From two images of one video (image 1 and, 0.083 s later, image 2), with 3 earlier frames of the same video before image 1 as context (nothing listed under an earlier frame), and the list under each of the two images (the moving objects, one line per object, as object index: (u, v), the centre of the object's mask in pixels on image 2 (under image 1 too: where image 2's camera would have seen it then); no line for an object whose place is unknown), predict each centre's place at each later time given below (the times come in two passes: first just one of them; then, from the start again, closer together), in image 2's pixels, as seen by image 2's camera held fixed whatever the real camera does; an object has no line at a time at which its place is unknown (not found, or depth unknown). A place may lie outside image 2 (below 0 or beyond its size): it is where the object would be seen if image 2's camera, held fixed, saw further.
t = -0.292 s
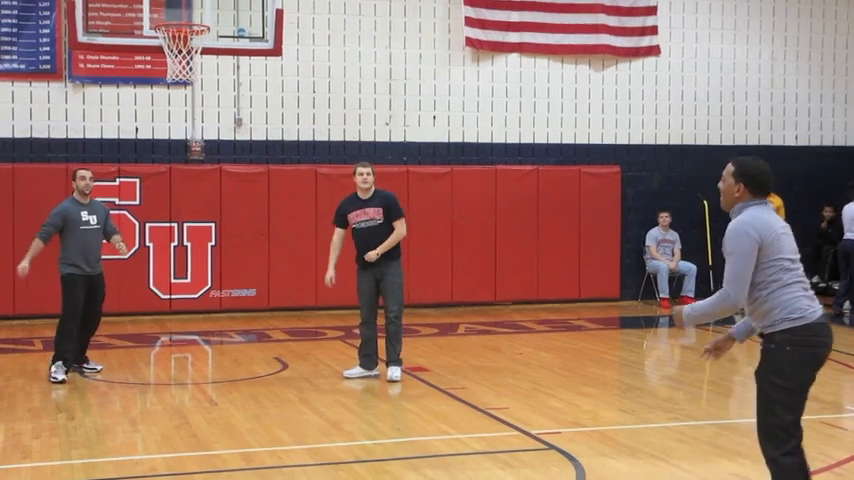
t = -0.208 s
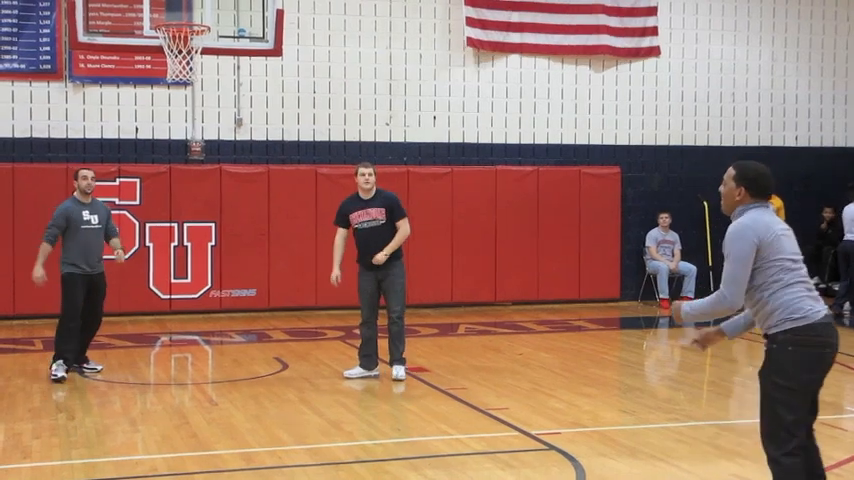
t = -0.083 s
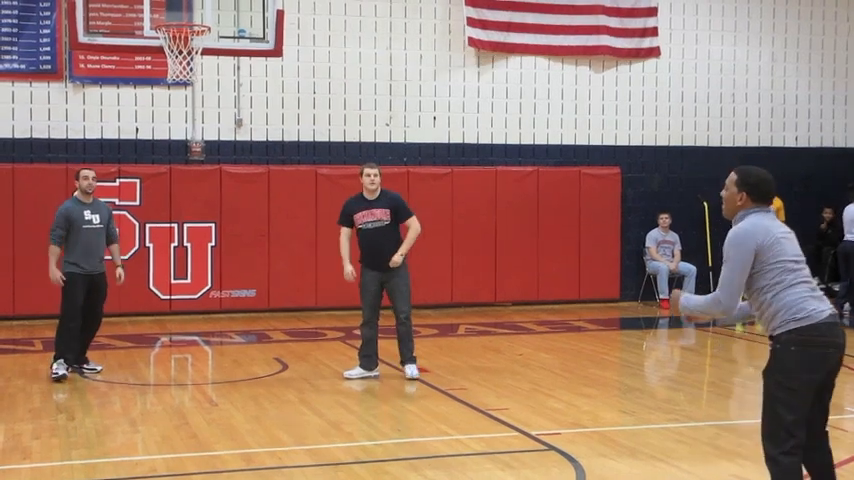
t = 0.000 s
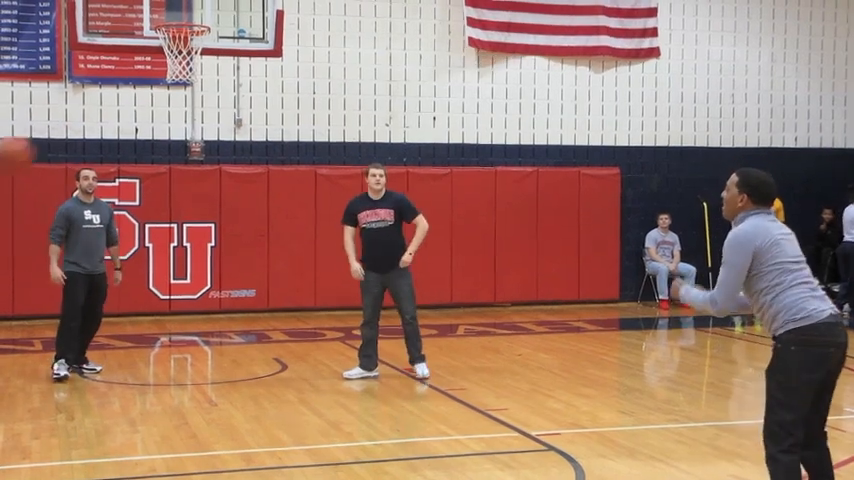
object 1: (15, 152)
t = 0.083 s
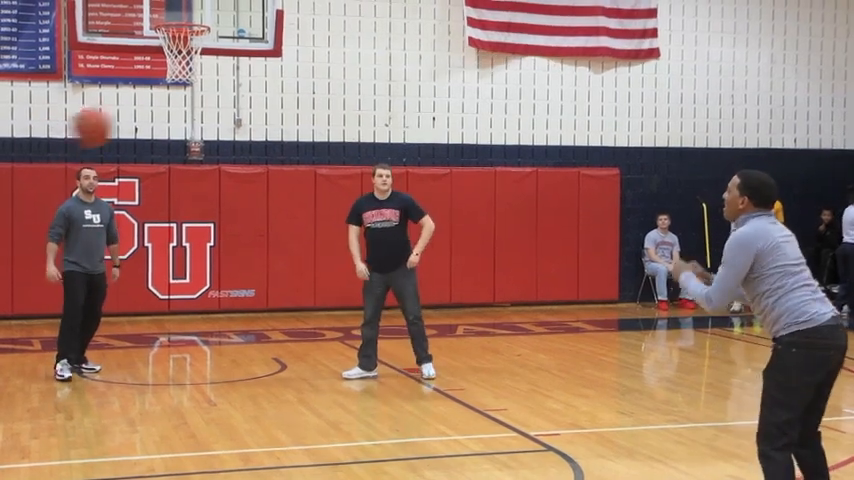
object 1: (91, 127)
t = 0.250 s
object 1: (270, 100)
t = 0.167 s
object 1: (178, 108)
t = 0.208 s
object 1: (222, 102)
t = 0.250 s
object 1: (270, 100)
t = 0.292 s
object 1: (319, 100)
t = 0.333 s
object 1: (370, 104)
